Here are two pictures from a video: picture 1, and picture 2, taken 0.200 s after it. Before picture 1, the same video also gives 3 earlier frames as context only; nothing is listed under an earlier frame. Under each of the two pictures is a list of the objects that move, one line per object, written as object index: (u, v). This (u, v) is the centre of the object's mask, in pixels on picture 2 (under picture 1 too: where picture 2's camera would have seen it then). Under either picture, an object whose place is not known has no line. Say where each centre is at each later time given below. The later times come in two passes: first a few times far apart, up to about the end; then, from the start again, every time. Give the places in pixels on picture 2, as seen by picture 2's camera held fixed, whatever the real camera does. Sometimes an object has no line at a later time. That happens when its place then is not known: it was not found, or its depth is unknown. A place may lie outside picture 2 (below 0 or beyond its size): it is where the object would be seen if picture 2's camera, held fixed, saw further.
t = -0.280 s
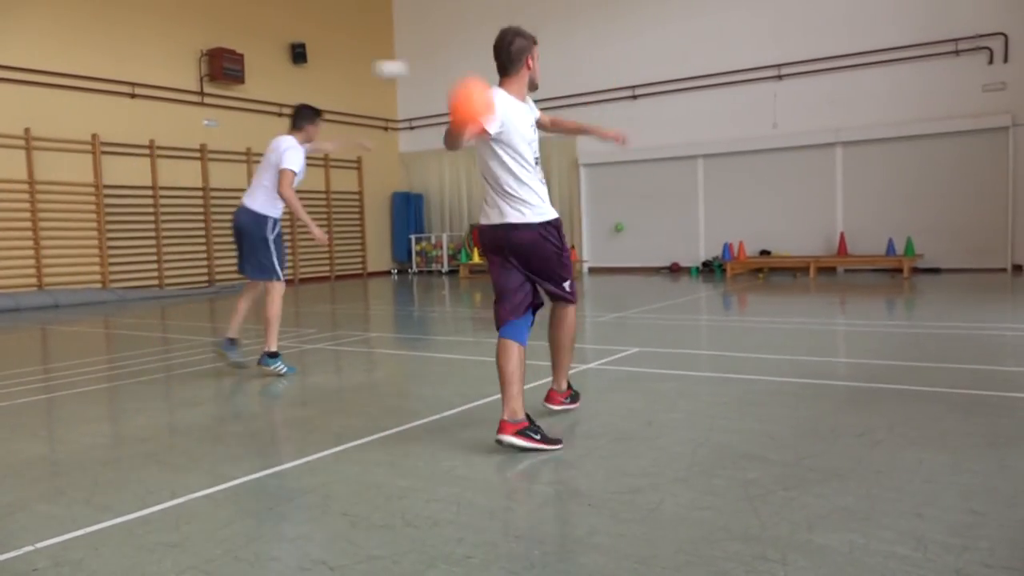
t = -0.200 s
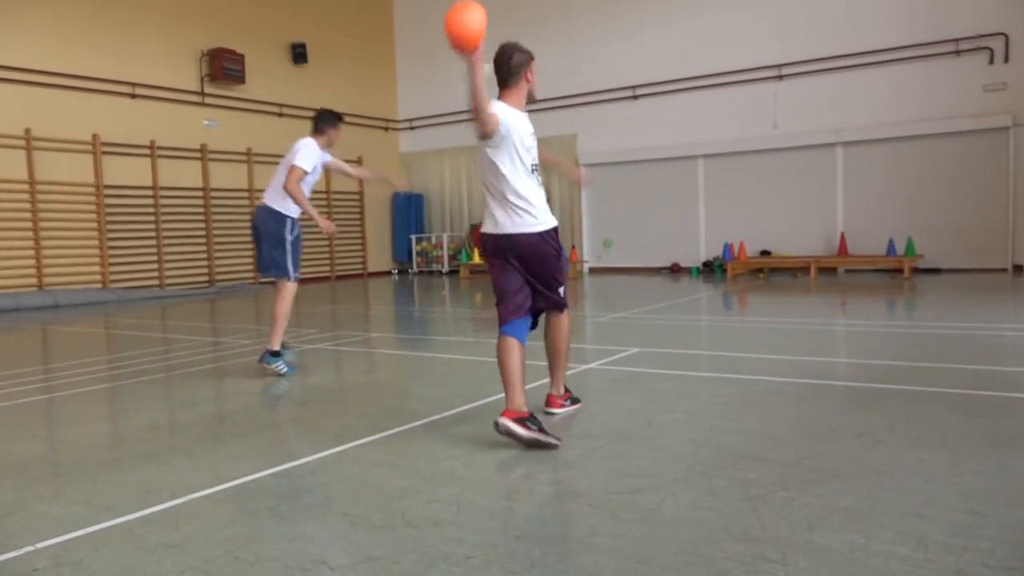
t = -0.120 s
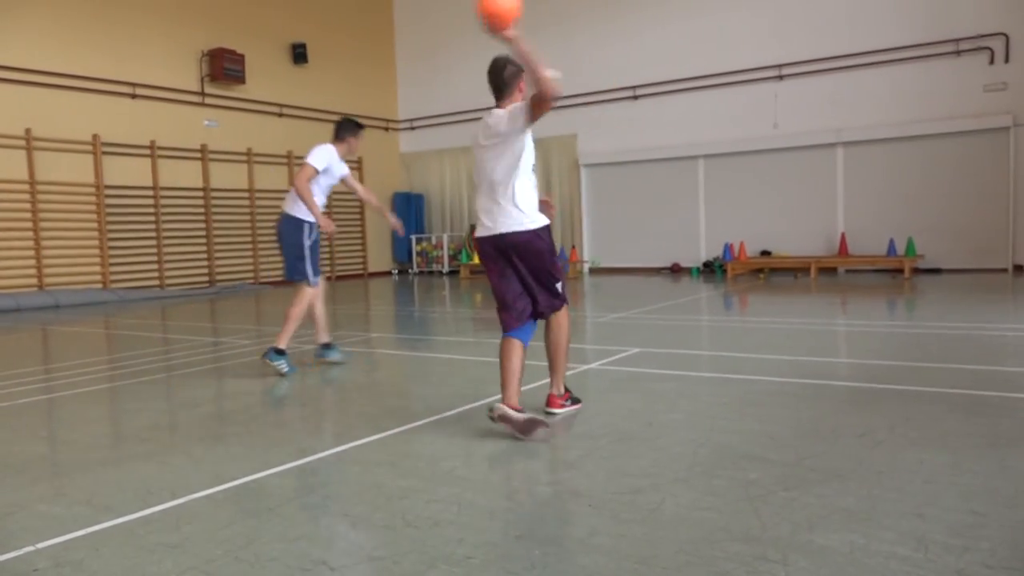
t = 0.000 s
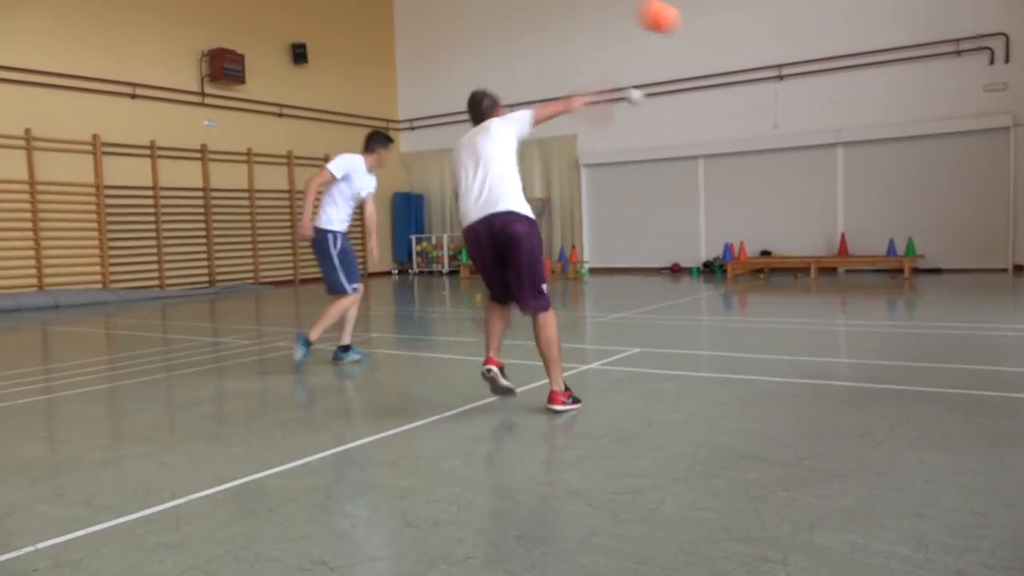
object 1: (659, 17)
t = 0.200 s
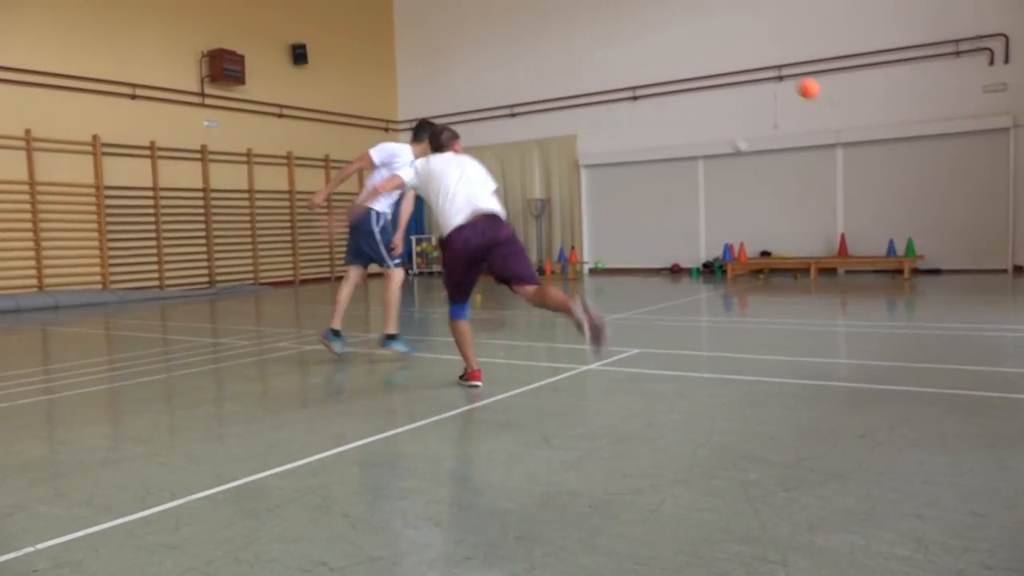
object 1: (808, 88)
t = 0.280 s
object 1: (840, 114)
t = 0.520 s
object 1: (897, 192)
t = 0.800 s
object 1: (919, 247)
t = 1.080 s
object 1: (920, 239)
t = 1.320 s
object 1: (918, 272)
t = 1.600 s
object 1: (919, 249)
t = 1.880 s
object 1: (921, 252)
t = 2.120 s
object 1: (930, 271)
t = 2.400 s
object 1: (940, 257)
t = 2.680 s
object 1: (950, 265)
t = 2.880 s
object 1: (955, 263)
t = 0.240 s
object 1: (825, 101)
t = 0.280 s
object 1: (840, 114)
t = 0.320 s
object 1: (852, 127)
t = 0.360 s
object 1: (864, 141)
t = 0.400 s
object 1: (874, 154)
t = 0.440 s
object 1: (882, 167)
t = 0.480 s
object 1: (890, 179)
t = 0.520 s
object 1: (897, 192)
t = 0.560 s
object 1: (904, 205)
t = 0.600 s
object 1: (909, 218)
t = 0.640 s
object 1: (914, 230)
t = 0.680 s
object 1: (919, 242)
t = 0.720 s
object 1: (918, 250)
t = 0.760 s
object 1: (917, 252)
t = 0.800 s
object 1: (919, 247)
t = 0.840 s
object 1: (921, 241)
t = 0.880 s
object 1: (921, 239)
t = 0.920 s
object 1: (920, 237)
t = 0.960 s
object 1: (920, 236)
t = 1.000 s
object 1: (920, 236)
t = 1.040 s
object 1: (920, 237)
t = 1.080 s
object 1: (920, 239)
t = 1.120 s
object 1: (919, 243)
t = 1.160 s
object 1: (920, 248)
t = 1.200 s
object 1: (920, 253)
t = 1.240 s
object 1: (920, 259)
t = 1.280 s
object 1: (919, 267)
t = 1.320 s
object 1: (918, 272)
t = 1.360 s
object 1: (920, 265)
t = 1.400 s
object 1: (920, 260)
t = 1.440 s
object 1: (920, 255)
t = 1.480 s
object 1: (920, 253)
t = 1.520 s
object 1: (919, 251)
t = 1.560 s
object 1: (919, 249)
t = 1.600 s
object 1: (919, 249)
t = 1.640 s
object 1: (919, 249)
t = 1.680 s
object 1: (919, 251)
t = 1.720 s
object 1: (919, 252)
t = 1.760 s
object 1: (919, 252)
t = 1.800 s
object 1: (920, 252)
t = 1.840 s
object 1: (920, 253)
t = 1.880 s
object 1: (921, 252)
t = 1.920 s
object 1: (923, 252)
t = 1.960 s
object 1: (924, 254)
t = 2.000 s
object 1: (925, 256)
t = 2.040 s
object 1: (927, 259)
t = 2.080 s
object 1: (928, 264)
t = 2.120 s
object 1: (930, 271)
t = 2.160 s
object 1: (931, 272)
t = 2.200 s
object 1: (933, 268)
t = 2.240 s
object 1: (934, 263)
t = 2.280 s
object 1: (935, 260)
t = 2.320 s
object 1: (937, 258)
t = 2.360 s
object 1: (938, 257)
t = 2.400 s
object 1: (940, 257)
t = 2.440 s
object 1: (941, 258)
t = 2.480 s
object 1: (943, 261)
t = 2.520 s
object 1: (944, 264)
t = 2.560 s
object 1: (946, 268)
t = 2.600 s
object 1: (947, 273)
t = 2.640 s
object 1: (948, 267)
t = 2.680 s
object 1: (950, 265)
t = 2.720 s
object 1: (951, 262)
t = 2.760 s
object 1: (952, 261)
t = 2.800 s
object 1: (953, 260)
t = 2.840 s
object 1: (954, 261)
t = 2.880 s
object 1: (955, 263)
